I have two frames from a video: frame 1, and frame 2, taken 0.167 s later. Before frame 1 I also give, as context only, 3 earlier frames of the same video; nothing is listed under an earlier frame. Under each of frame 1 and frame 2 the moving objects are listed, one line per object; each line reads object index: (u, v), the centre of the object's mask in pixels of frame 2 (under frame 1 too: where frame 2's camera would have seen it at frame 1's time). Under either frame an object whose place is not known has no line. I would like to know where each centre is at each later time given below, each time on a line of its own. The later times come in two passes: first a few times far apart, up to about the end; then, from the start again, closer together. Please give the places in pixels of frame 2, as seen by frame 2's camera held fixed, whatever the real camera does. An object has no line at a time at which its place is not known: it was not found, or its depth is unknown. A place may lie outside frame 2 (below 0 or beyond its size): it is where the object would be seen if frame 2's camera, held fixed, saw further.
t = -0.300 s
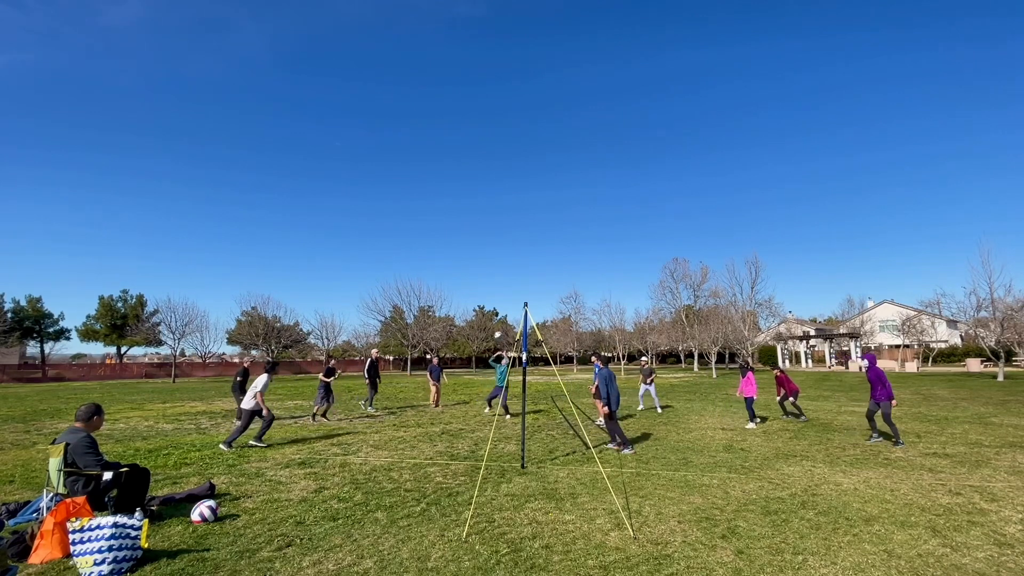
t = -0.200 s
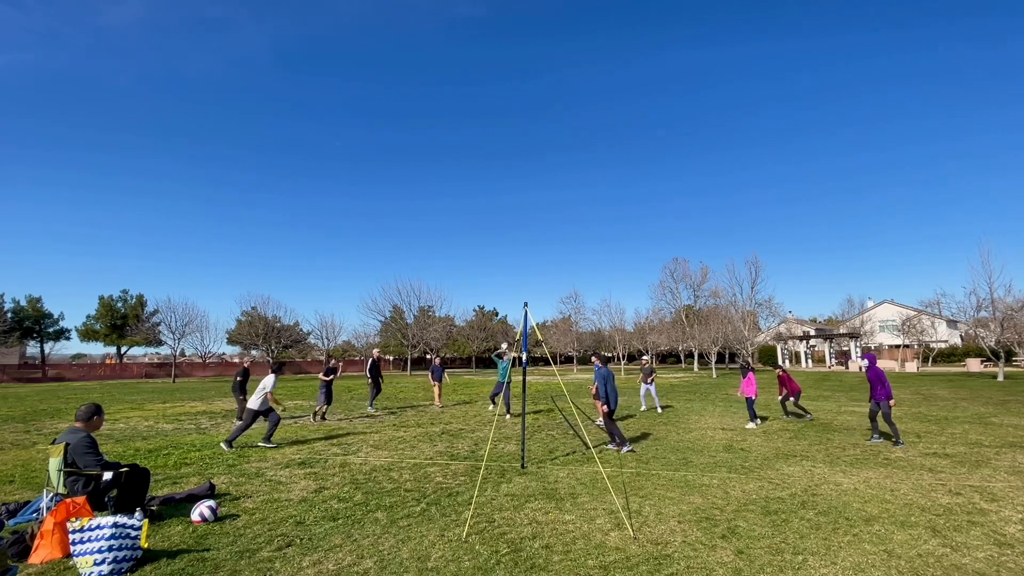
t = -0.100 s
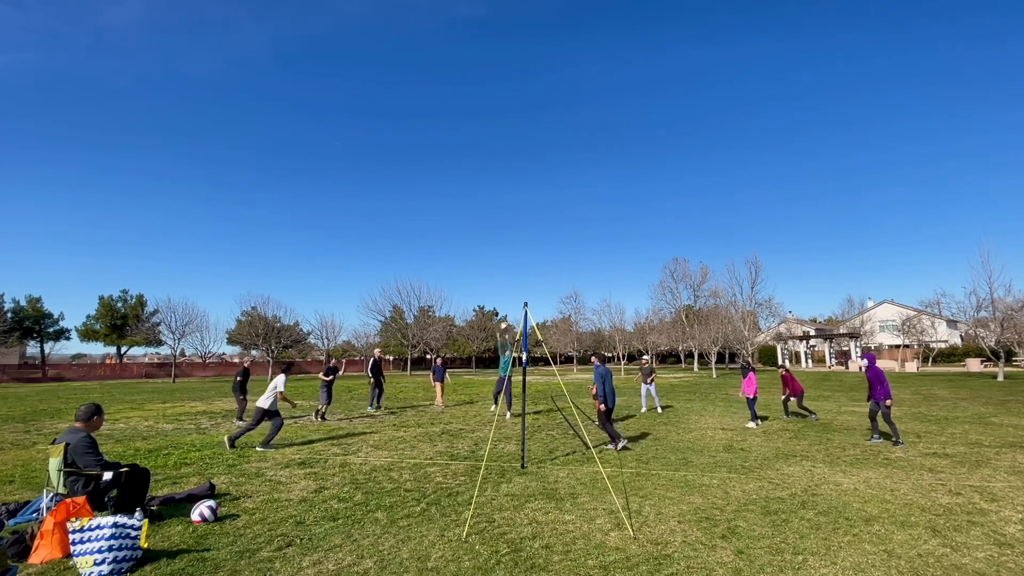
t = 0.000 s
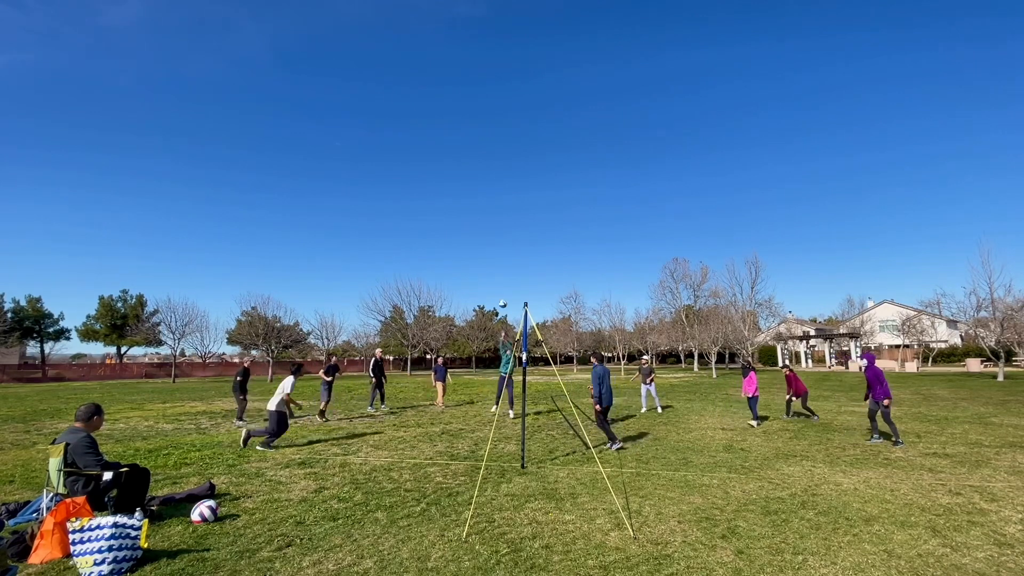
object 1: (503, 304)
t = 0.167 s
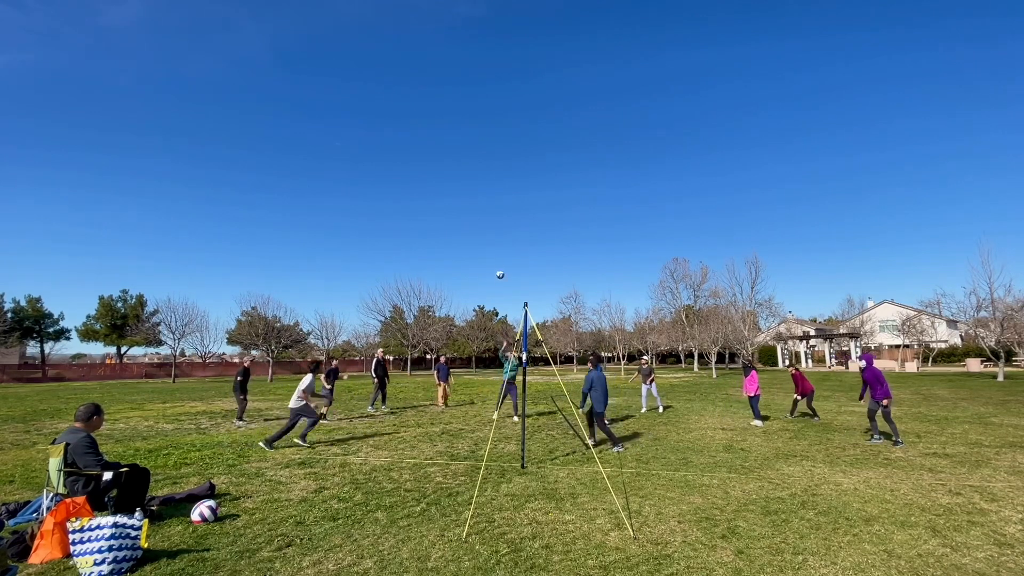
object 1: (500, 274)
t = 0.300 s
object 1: (498, 258)
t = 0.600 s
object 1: (494, 246)
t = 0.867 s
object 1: (490, 265)
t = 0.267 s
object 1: (499, 261)
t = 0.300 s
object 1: (498, 258)
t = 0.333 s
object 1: (498, 255)
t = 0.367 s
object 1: (497, 252)
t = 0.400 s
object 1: (497, 250)
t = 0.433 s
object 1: (496, 248)
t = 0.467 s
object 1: (496, 247)
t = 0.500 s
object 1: (495, 246)
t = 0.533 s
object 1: (495, 245)
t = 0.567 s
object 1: (494, 245)
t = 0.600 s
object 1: (494, 246)
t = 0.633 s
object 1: (493, 246)
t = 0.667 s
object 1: (493, 247)
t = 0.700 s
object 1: (493, 249)
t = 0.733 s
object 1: (492, 251)
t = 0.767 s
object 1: (492, 254)
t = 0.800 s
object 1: (491, 257)
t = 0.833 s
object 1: (491, 261)
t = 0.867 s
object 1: (490, 265)
